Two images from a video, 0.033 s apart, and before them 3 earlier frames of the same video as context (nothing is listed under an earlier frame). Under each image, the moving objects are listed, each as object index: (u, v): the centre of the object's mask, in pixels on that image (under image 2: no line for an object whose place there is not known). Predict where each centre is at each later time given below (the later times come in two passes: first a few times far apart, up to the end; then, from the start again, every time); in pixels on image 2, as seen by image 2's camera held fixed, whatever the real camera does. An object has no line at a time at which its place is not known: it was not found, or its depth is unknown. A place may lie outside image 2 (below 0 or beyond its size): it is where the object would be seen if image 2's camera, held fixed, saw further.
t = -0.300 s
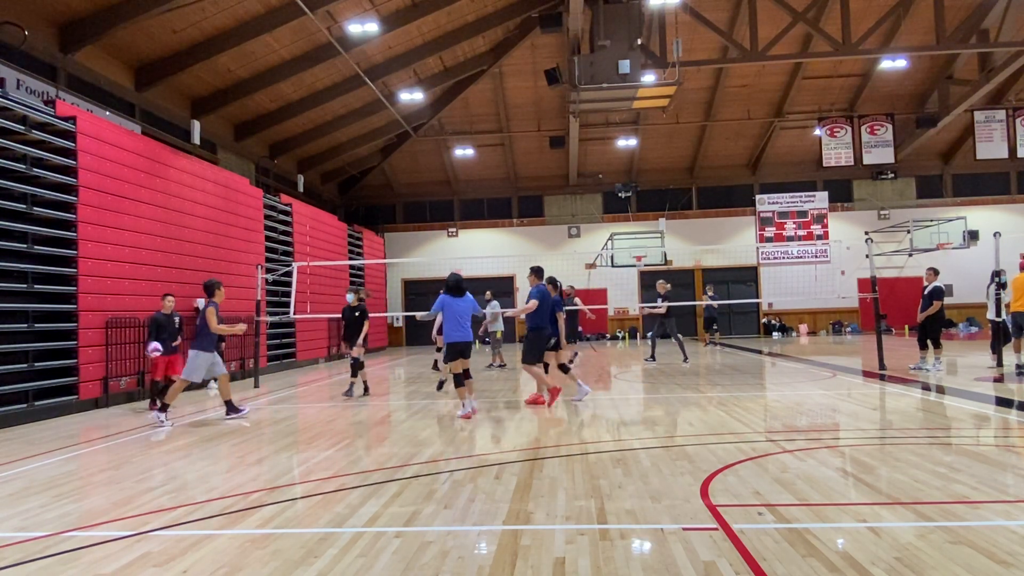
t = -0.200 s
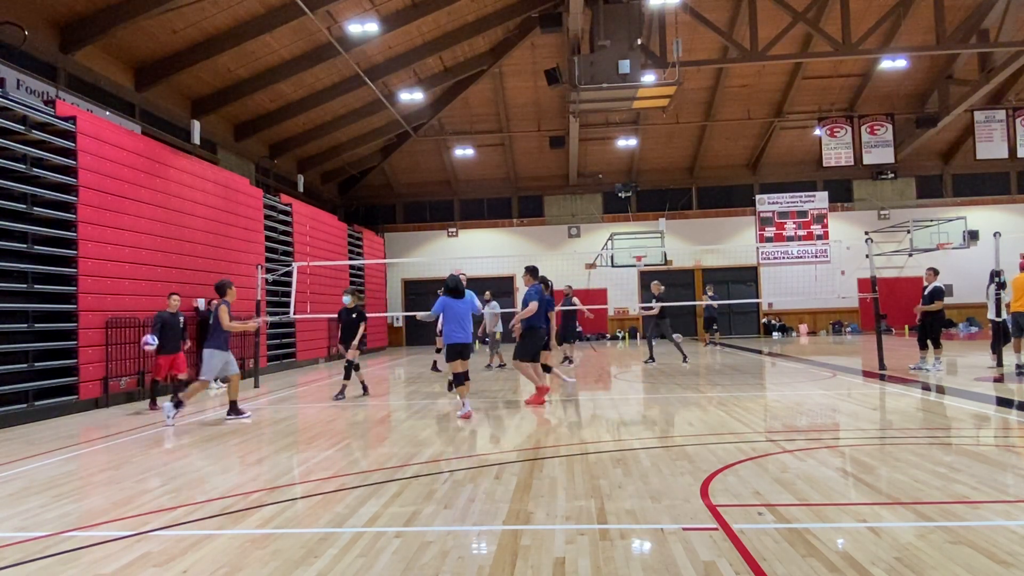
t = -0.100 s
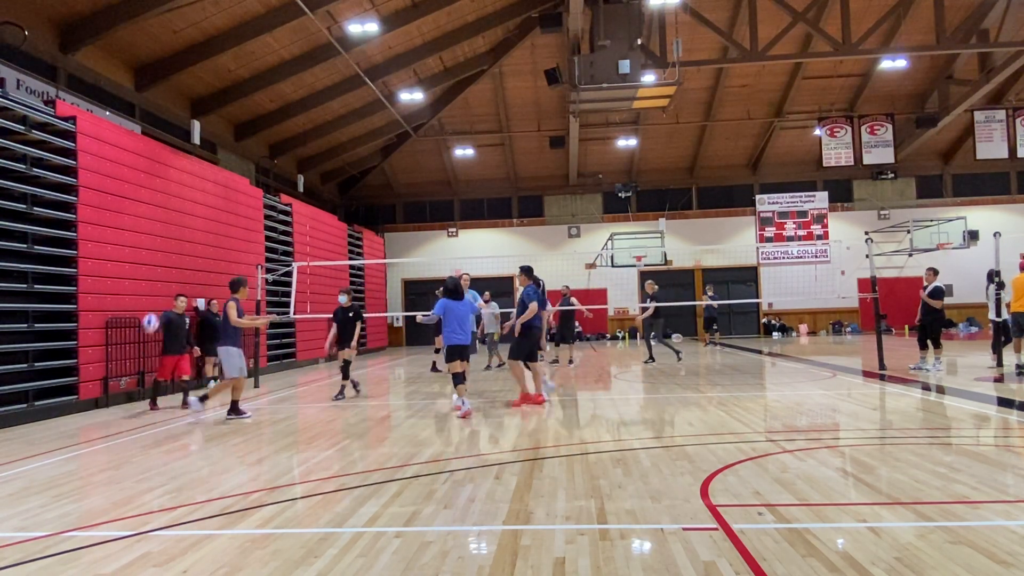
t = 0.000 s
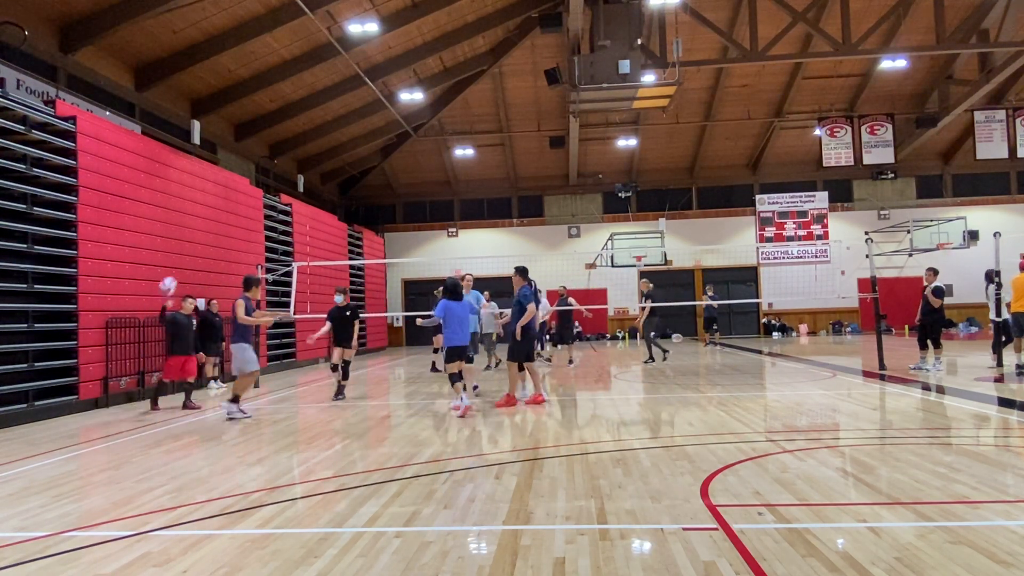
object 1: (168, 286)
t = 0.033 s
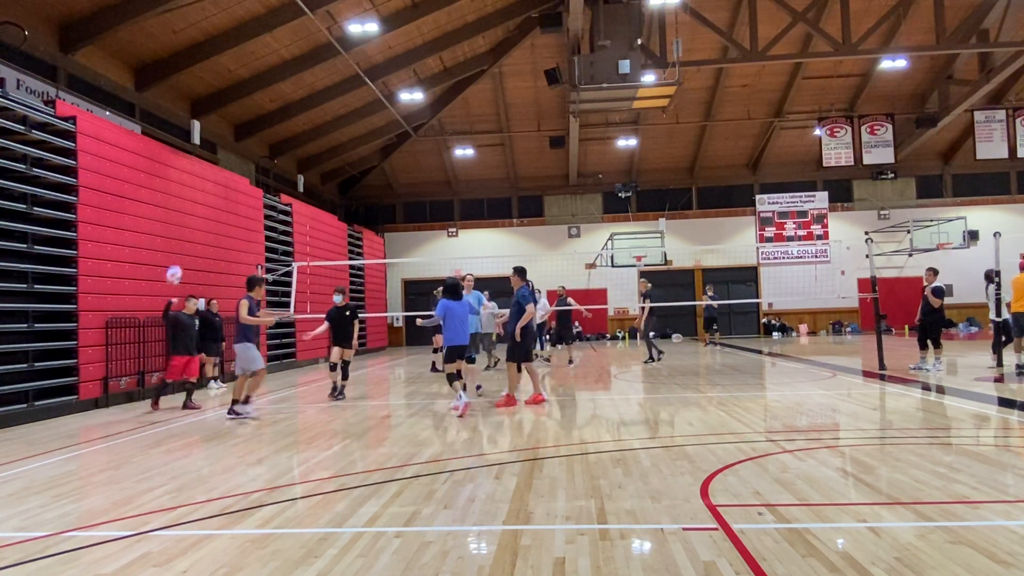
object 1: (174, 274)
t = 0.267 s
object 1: (219, 218)
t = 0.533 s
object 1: (275, 202)
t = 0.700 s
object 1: (315, 222)
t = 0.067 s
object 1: (179, 265)
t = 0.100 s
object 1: (186, 255)
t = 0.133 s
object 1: (192, 246)
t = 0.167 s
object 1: (199, 238)
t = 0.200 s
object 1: (205, 230)
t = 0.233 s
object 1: (212, 224)
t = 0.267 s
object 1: (219, 218)
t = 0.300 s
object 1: (226, 213)
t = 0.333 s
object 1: (232, 209)
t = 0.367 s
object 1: (239, 205)
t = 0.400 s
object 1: (246, 203)
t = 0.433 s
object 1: (253, 201)
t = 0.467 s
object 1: (261, 200)
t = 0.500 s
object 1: (268, 201)
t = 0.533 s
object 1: (275, 202)
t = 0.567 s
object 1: (283, 204)
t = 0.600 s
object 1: (290, 207)
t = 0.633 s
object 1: (298, 210)
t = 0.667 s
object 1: (307, 215)
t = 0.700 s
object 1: (315, 222)
